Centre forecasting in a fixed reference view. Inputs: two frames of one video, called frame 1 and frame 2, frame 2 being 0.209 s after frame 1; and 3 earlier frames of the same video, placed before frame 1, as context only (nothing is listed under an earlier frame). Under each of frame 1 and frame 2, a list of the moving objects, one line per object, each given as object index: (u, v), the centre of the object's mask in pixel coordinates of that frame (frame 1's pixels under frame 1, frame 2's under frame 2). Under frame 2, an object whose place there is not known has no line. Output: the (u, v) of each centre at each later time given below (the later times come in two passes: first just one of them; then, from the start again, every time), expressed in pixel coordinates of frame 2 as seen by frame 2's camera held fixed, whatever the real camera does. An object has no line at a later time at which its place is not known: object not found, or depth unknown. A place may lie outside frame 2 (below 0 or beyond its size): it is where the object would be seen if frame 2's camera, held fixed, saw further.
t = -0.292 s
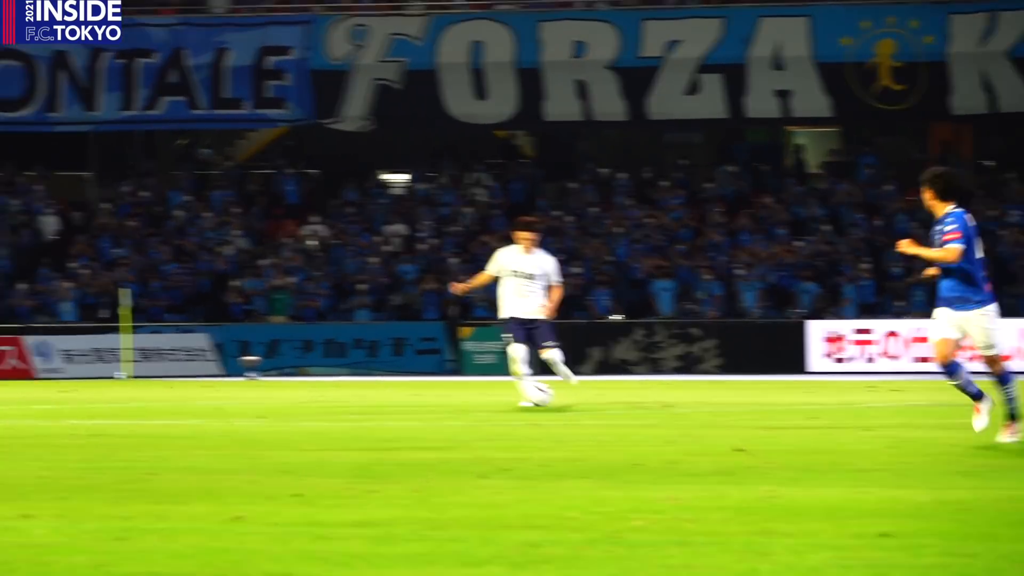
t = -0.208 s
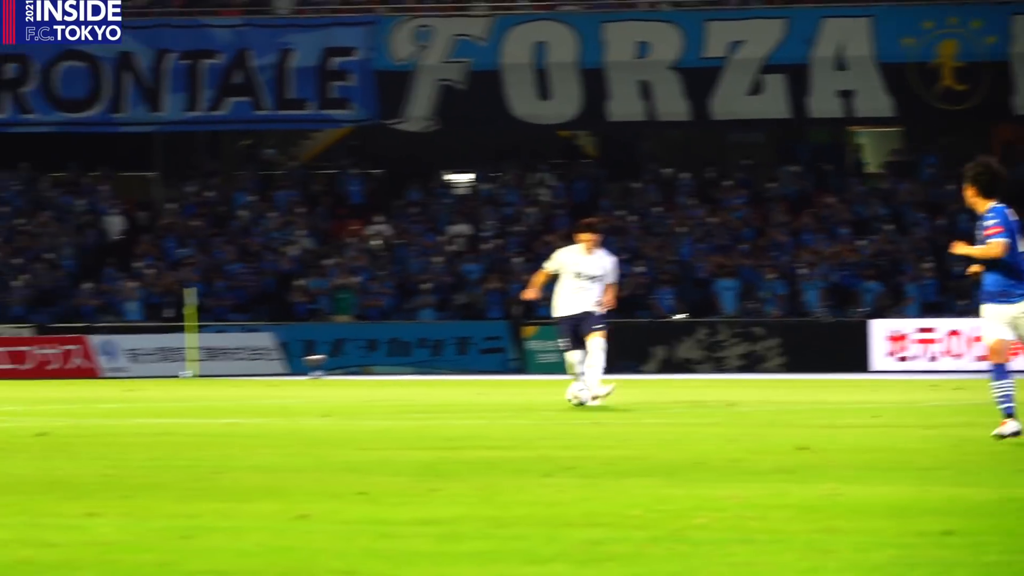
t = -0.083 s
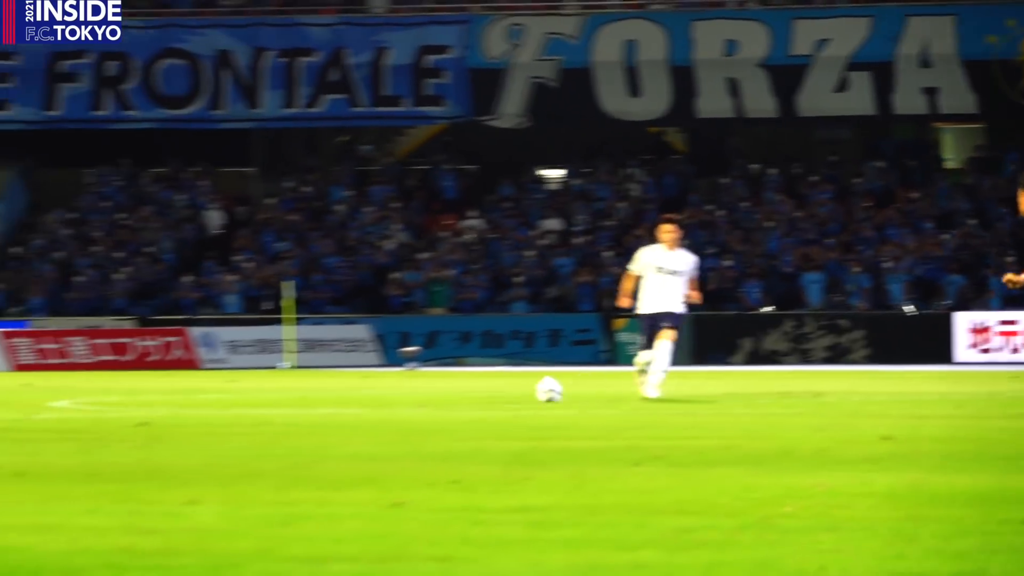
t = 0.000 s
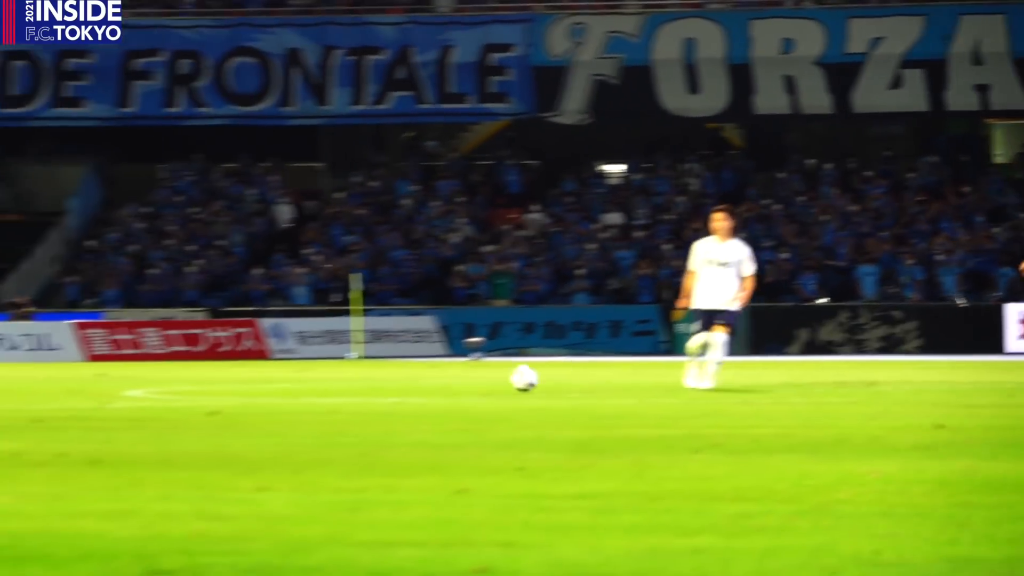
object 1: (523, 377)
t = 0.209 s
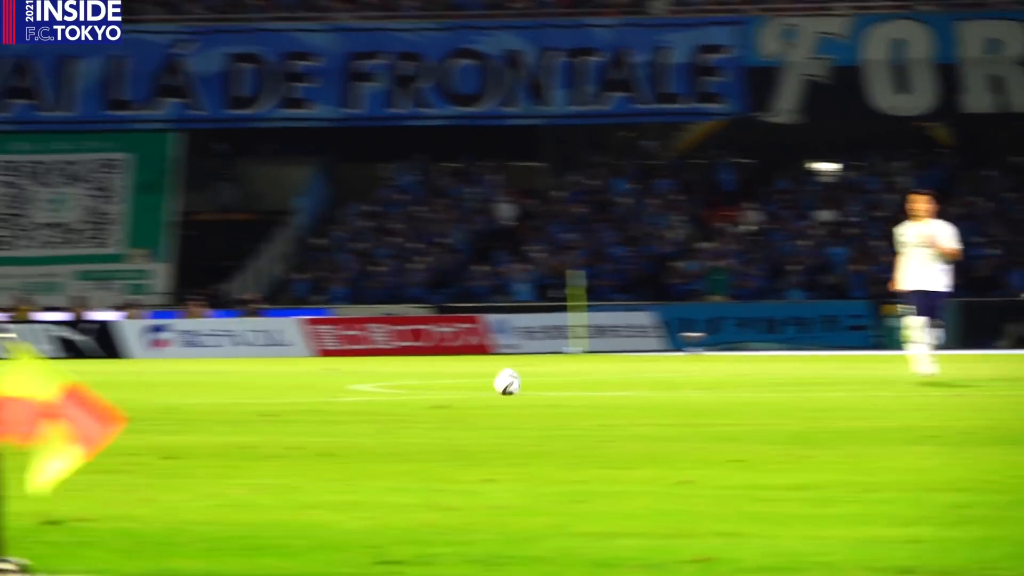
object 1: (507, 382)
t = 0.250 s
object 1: (469, 384)
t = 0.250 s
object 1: (469, 384)
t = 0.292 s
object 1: (411, 382)
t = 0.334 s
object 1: (372, 380)
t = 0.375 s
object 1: (312, 385)
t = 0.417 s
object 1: (271, 389)
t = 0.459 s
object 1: (208, 391)
